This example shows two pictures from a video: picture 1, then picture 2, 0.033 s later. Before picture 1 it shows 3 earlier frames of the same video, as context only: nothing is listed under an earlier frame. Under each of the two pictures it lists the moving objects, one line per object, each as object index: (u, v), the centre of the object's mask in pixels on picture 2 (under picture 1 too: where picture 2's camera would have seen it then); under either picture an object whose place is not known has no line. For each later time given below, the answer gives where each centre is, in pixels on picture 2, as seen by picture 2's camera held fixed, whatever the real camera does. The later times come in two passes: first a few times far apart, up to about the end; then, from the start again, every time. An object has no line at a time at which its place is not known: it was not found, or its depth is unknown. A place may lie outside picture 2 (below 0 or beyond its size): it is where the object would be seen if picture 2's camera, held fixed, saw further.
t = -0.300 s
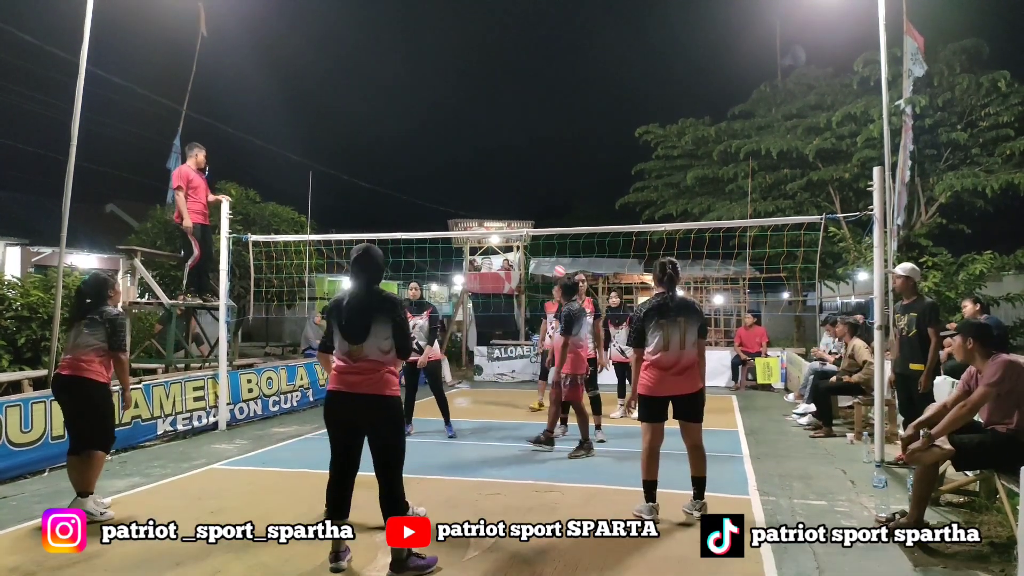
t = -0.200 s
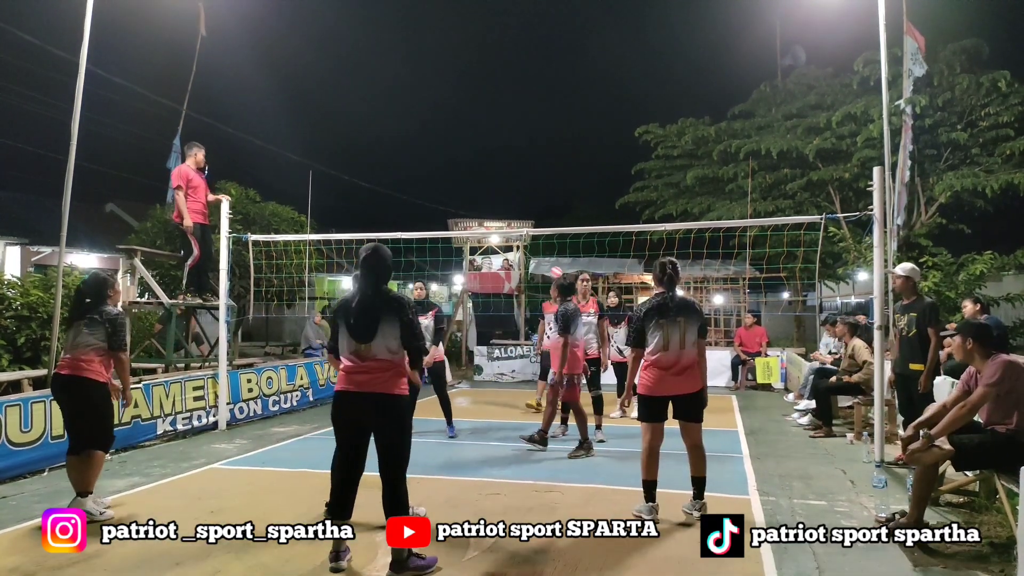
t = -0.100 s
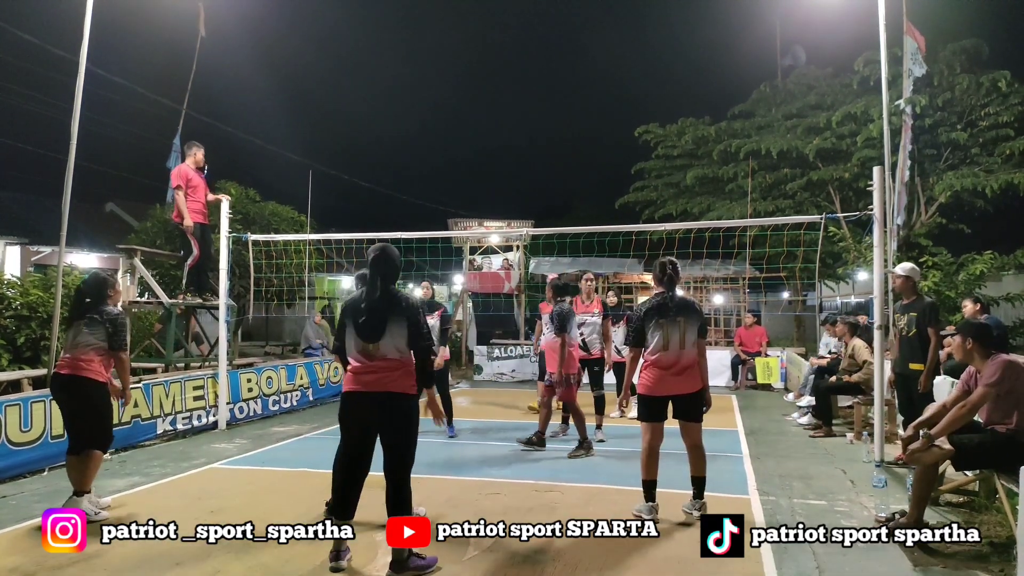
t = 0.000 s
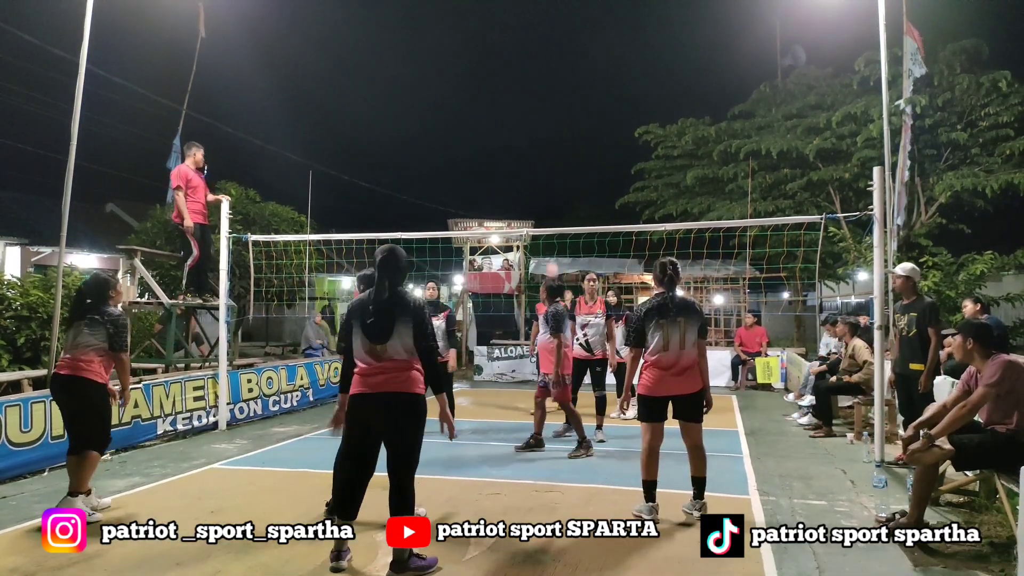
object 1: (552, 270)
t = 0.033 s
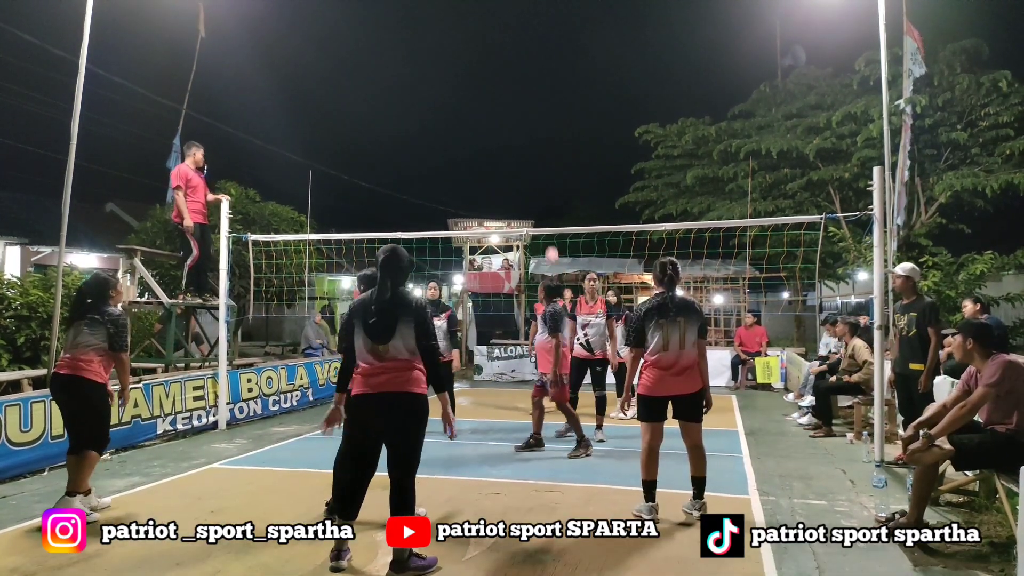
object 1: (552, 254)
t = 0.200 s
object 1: (551, 193)
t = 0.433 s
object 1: (549, 123)
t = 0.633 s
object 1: (543, 87)
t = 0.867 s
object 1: (533, 80)
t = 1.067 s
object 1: (518, 113)
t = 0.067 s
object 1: (552, 242)
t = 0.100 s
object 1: (552, 228)
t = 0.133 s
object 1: (551, 216)
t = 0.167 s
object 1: (551, 204)
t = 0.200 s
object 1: (551, 193)
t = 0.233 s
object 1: (551, 181)
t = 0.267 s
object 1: (550, 170)
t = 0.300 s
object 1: (550, 159)
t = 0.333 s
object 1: (549, 149)
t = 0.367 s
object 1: (549, 140)
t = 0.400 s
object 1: (549, 131)
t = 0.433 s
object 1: (549, 123)
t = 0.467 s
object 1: (548, 116)
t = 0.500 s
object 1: (547, 109)
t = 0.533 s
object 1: (547, 102)
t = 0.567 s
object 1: (546, 96)
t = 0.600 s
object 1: (545, 91)
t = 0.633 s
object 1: (543, 87)
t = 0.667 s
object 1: (542, 83)
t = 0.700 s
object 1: (541, 80)
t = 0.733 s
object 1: (539, 78)
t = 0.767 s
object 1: (538, 77)
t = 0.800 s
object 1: (536, 77)
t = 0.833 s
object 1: (535, 78)
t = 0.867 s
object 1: (533, 80)
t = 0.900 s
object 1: (531, 82)
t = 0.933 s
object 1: (528, 86)
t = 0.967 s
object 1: (526, 91)
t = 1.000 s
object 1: (523, 97)
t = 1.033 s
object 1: (520, 105)
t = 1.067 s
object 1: (518, 113)
